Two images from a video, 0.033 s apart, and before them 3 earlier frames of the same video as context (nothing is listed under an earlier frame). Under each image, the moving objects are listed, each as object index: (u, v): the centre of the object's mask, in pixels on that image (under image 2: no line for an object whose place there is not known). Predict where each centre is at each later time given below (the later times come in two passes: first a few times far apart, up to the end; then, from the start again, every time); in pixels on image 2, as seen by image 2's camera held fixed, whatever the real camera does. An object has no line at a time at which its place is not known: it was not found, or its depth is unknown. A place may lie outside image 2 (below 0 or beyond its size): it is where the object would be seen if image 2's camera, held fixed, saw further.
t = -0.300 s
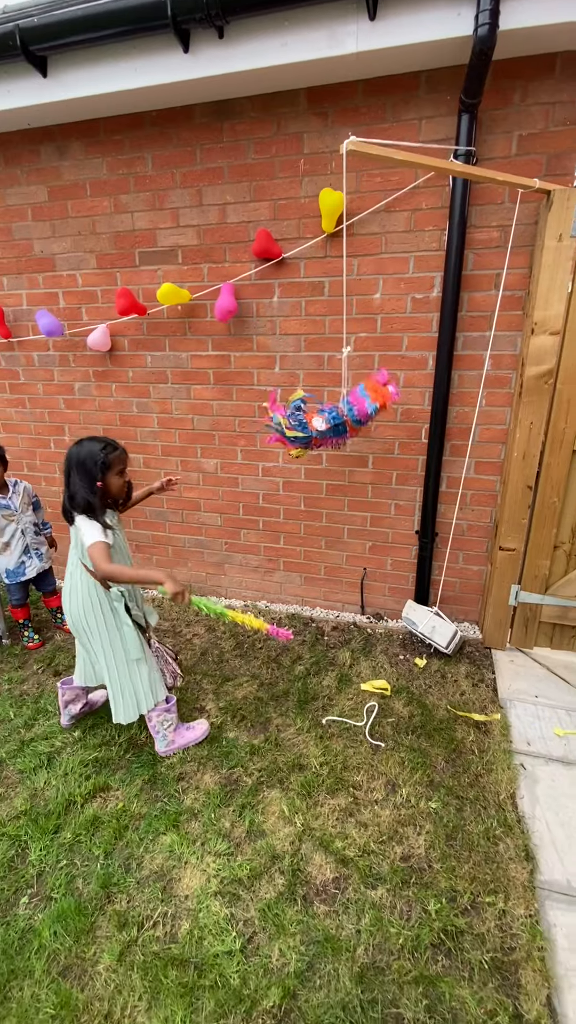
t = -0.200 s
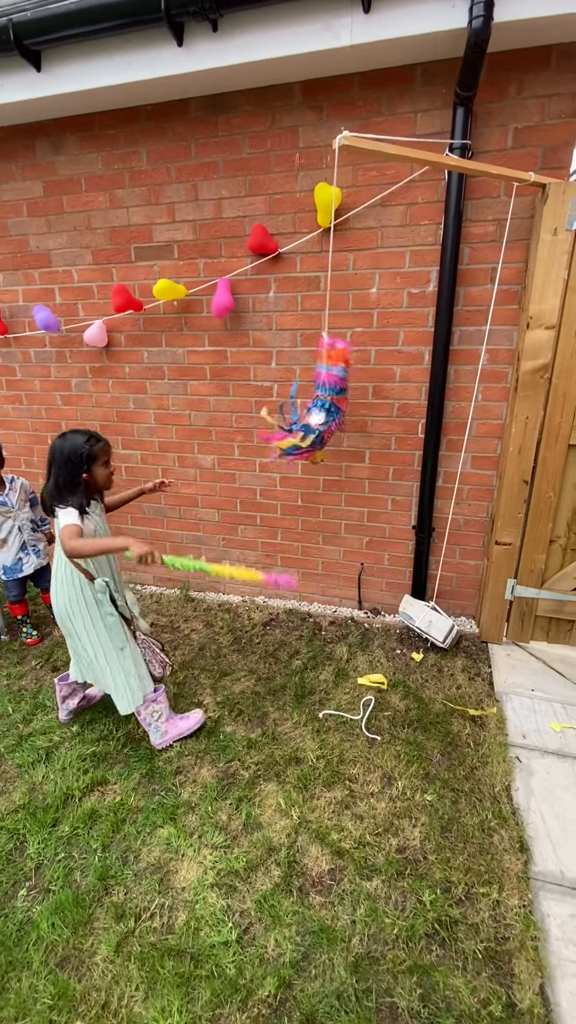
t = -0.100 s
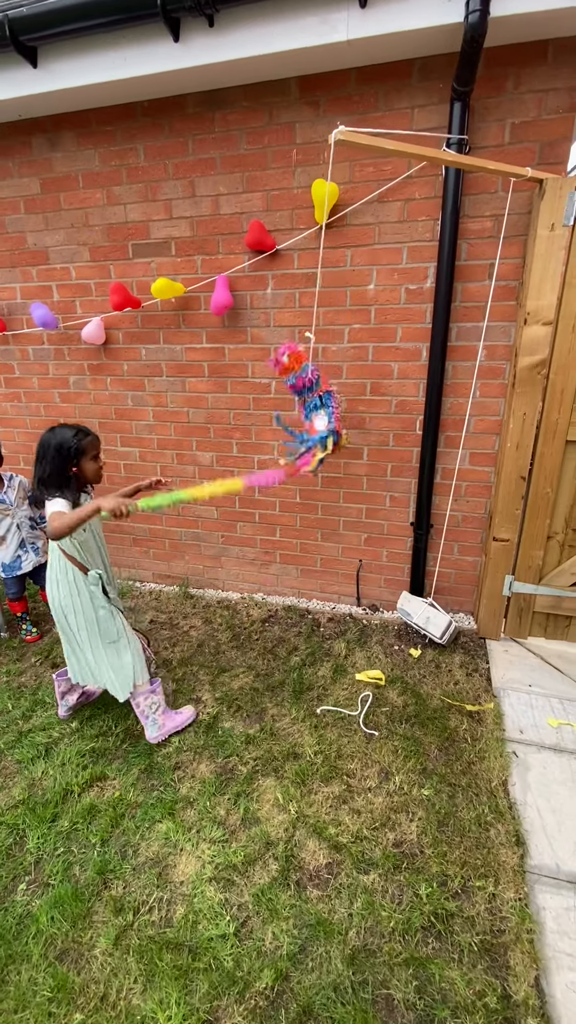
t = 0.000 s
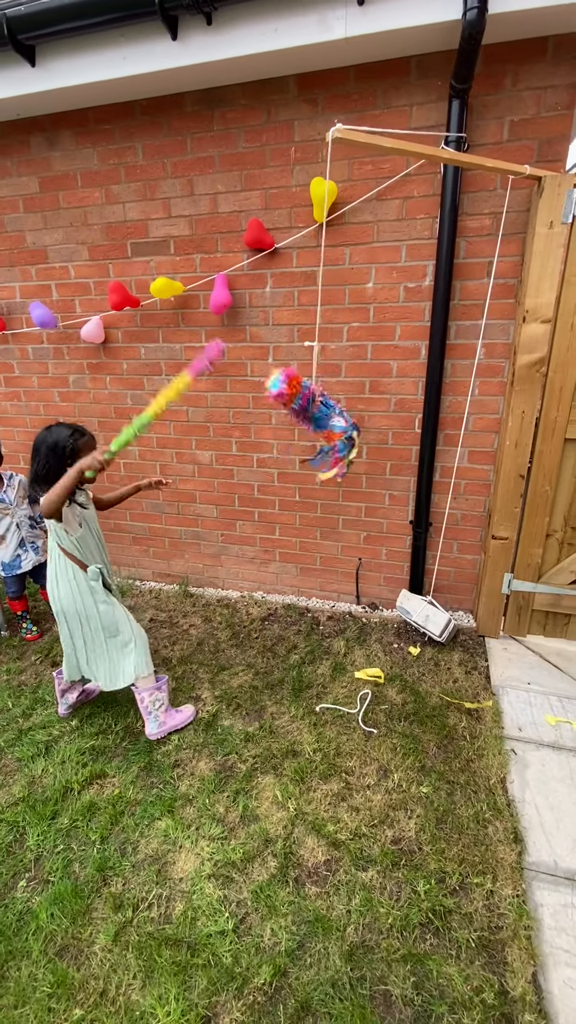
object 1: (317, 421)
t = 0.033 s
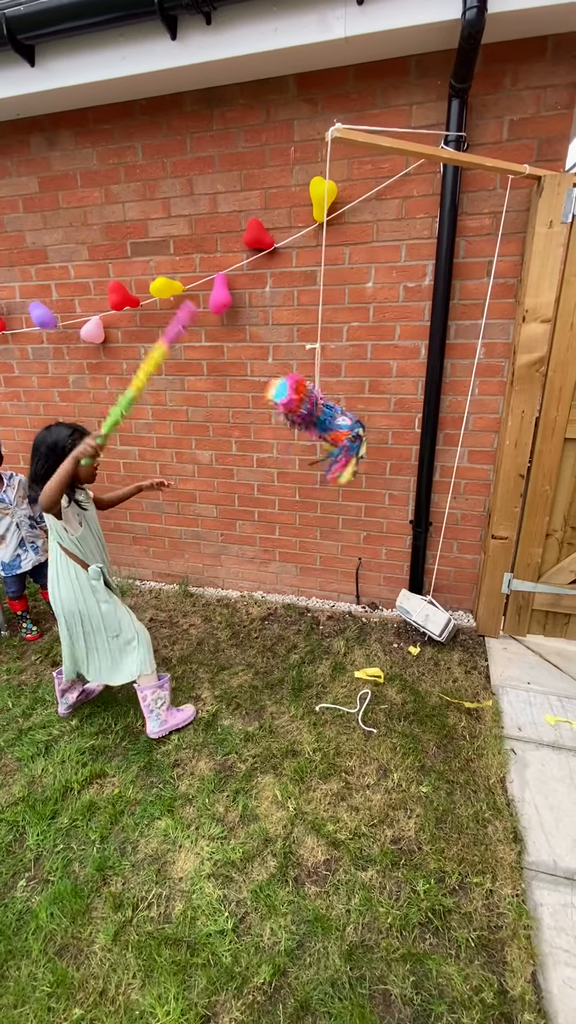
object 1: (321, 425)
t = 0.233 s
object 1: (332, 437)
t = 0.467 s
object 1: (355, 468)
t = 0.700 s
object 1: (339, 482)
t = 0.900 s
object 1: (342, 475)
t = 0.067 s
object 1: (323, 427)
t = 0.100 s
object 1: (325, 430)
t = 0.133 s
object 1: (325, 433)
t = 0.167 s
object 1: (328, 436)
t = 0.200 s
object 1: (331, 437)
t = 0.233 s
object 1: (332, 437)
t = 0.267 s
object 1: (333, 437)
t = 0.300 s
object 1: (338, 443)
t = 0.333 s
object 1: (344, 450)
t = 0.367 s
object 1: (349, 456)
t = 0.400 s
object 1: (353, 461)
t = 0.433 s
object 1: (354, 466)
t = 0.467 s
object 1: (355, 468)
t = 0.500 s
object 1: (353, 471)
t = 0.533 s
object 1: (352, 473)
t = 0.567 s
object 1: (351, 476)
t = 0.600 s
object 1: (348, 478)
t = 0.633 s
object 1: (345, 480)
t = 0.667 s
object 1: (341, 482)
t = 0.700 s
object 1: (339, 482)
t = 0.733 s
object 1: (338, 482)
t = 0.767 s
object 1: (341, 480)
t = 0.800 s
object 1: (343, 477)
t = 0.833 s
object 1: (342, 476)
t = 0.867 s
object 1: (342, 477)
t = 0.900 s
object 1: (342, 475)
